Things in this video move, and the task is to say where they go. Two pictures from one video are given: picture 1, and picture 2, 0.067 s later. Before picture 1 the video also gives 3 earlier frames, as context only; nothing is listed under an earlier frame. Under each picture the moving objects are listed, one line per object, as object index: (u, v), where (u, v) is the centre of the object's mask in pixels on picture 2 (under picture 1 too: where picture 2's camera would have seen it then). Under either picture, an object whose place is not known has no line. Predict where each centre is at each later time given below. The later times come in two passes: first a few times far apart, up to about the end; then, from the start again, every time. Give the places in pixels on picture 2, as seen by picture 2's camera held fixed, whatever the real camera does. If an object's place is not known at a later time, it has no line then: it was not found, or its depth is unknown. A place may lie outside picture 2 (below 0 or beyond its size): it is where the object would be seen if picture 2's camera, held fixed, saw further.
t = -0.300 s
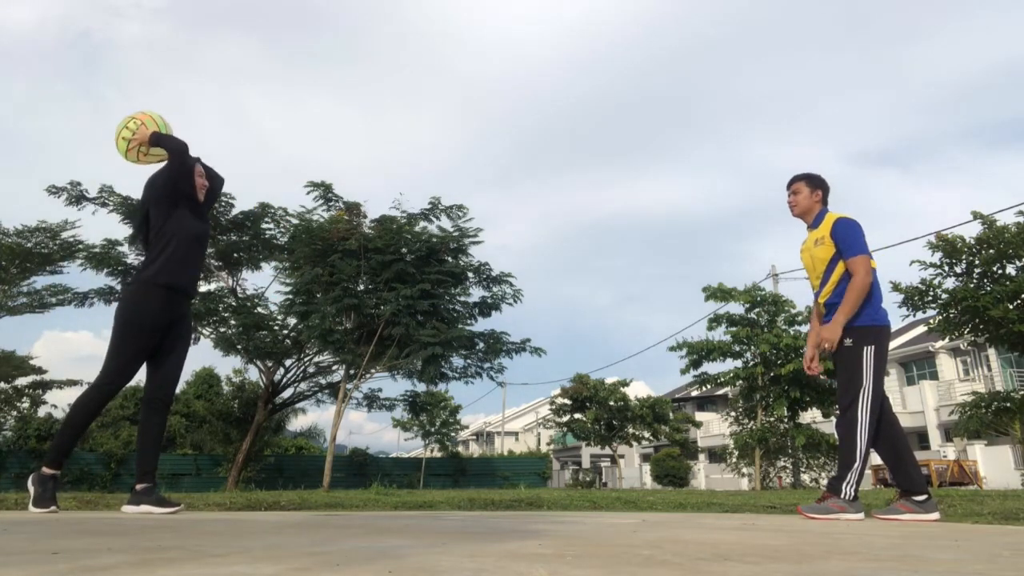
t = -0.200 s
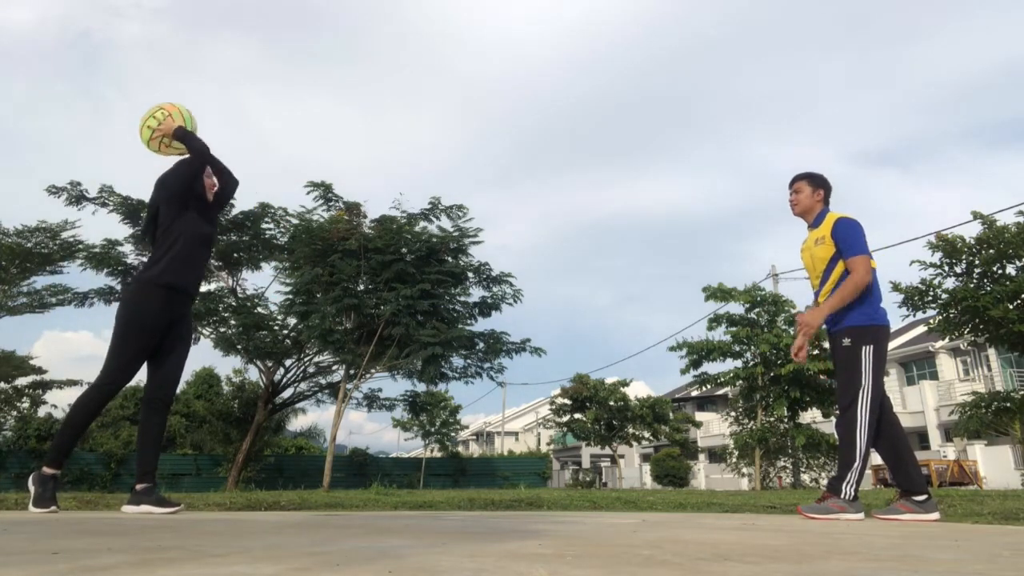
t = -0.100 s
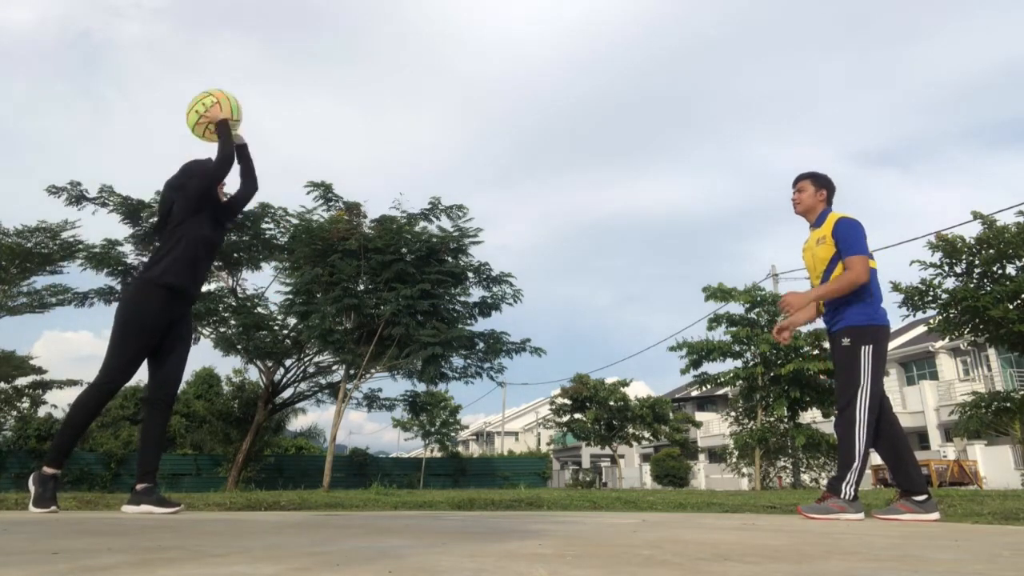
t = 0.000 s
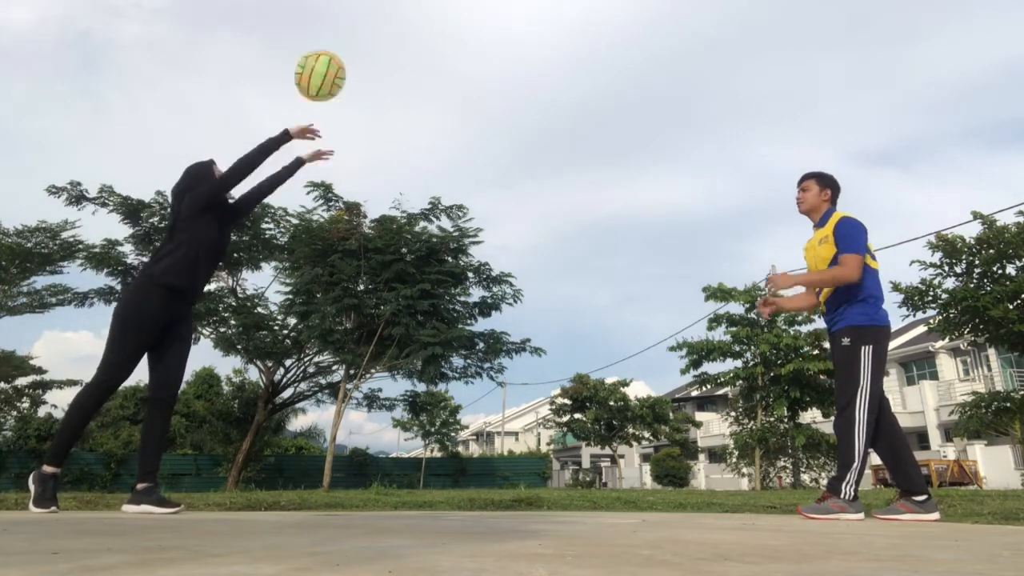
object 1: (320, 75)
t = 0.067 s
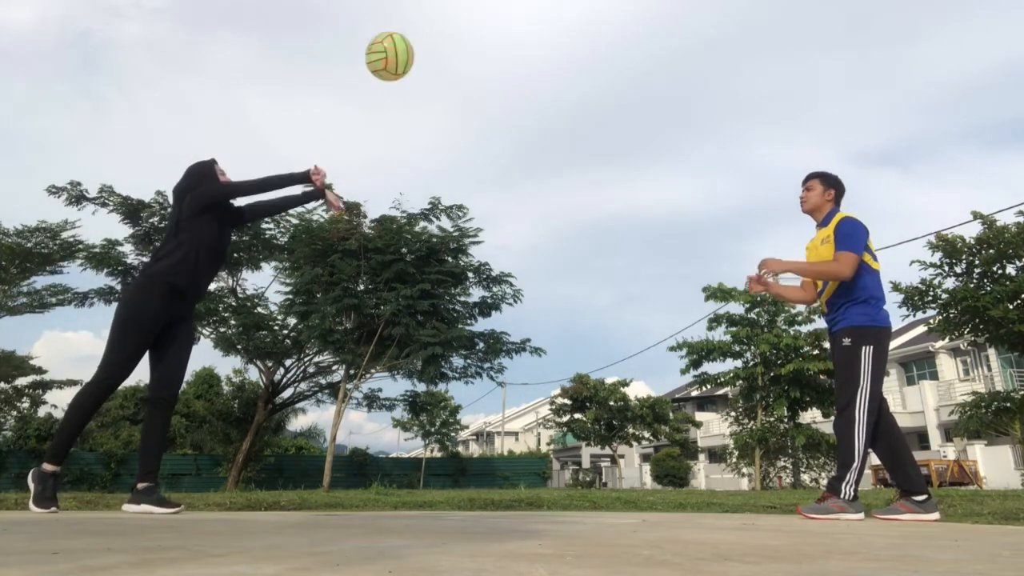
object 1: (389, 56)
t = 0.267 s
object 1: (559, 49)
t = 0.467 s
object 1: (695, 98)
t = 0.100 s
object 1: (421, 50)
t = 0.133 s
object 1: (452, 46)
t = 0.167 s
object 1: (480, 44)
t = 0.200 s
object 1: (508, 44)
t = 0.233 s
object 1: (534, 46)
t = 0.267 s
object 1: (559, 49)
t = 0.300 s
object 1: (584, 54)
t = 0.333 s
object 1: (607, 60)
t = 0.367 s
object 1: (630, 67)
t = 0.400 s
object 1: (652, 76)
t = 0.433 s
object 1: (674, 87)
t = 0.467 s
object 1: (695, 98)
